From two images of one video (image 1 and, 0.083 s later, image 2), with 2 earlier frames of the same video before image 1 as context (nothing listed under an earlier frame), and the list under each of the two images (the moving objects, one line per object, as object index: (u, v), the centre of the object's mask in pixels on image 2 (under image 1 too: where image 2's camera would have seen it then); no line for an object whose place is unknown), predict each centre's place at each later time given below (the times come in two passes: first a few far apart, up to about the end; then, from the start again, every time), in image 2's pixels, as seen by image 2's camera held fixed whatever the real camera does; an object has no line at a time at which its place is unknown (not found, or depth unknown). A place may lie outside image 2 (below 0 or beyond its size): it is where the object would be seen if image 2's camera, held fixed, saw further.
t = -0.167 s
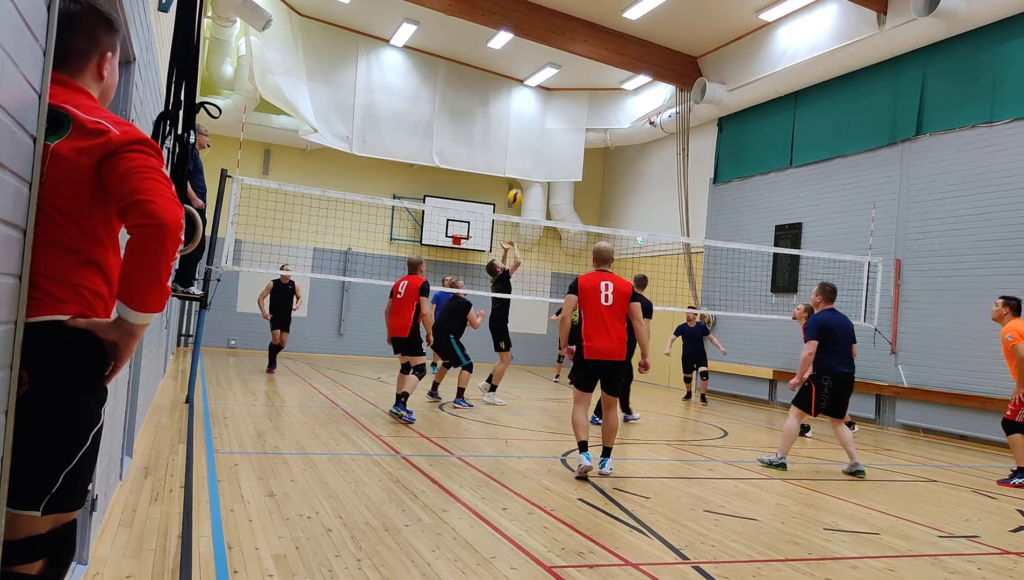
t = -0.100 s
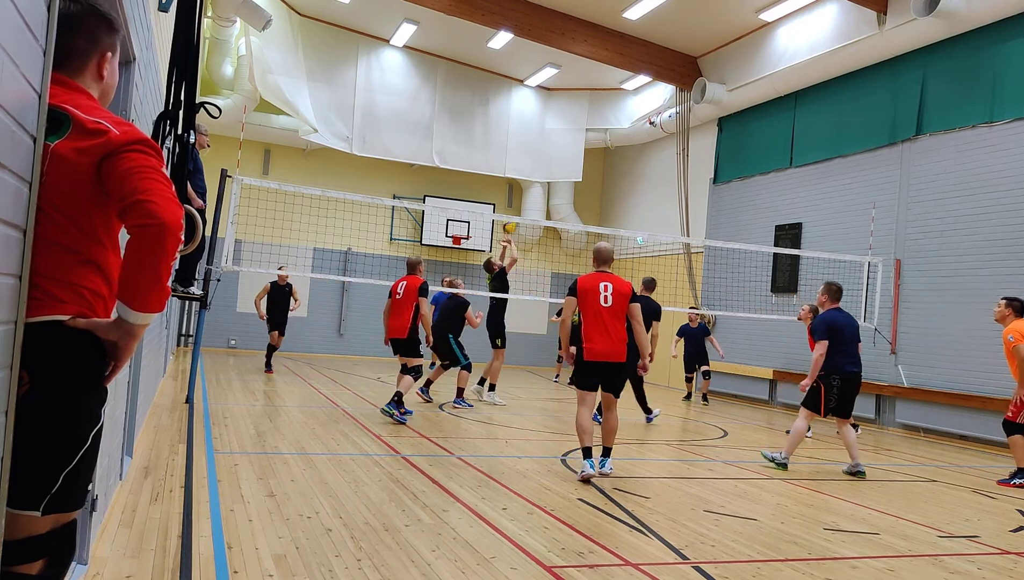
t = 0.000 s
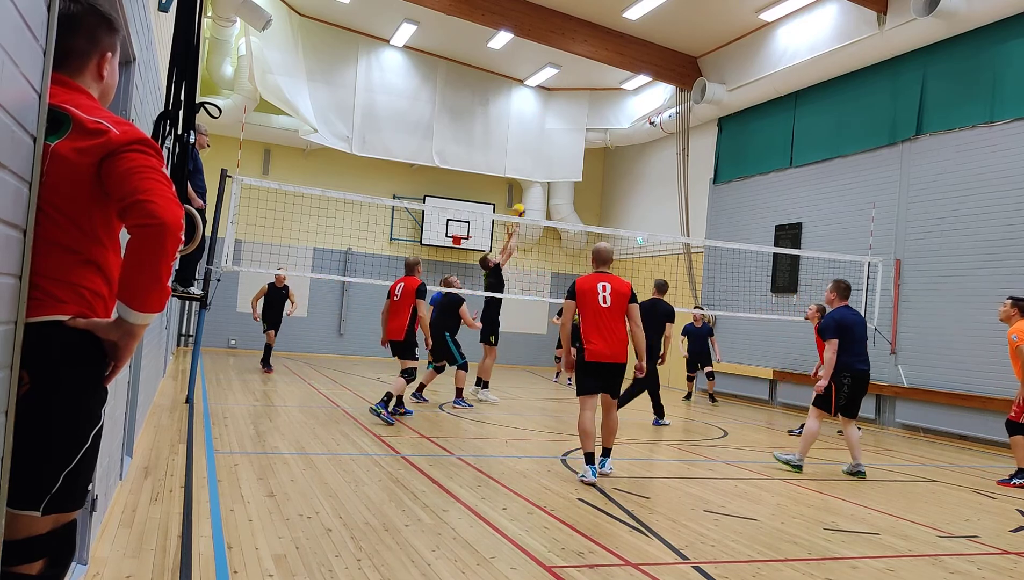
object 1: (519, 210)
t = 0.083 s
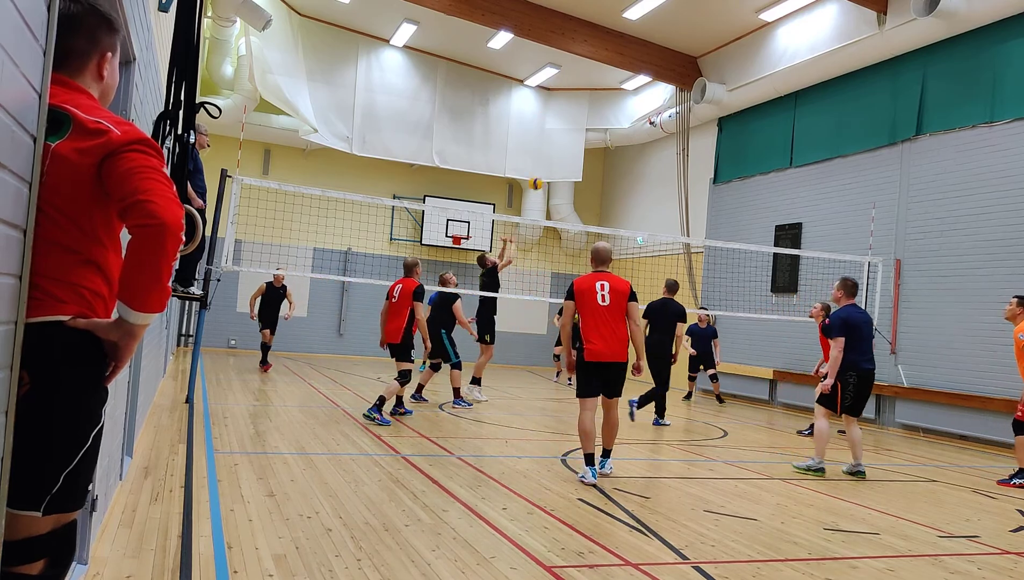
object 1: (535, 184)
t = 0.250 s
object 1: (568, 140)
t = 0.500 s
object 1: (608, 113)
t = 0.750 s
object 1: (642, 130)
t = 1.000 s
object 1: (672, 182)
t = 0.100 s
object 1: (539, 178)
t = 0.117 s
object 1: (542, 173)
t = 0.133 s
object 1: (546, 168)
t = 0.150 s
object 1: (549, 163)
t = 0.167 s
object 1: (552, 159)
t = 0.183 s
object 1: (555, 155)
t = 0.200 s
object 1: (558, 151)
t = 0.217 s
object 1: (561, 147)
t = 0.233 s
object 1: (564, 144)
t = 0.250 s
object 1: (568, 140)
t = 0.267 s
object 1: (571, 137)
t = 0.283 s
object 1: (573, 134)
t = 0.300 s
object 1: (576, 131)
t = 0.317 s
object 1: (579, 129)
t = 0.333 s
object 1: (582, 126)
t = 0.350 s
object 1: (585, 124)
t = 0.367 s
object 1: (587, 122)
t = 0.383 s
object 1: (590, 120)
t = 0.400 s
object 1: (593, 119)
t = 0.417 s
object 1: (595, 117)
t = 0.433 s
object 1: (598, 116)
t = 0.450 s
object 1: (601, 115)
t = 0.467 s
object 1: (603, 114)
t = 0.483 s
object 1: (605, 114)
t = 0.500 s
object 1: (608, 113)
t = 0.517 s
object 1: (610, 113)
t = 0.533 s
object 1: (613, 113)
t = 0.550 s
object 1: (615, 114)
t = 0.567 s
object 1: (618, 114)
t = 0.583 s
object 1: (620, 114)
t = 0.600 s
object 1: (622, 115)
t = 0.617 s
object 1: (624, 116)
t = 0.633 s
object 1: (627, 117)
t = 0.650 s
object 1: (629, 118)
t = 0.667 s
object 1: (631, 120)
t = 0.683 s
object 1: (634, 121)
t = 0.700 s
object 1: (636, 123)
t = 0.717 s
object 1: (638, 125)
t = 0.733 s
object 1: (640, 127)
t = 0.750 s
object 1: (642, 130)
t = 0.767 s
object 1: (644, 132)
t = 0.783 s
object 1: (646, 134)
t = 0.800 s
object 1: (648, 137)
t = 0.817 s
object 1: (651, 139)
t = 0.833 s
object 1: (652, 143)
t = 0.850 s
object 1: (654, 146)
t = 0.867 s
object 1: (656, 149)
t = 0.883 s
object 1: (658, 152)
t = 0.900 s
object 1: (660, 157)
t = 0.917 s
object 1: (662, 160)
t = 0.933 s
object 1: (664, 165)
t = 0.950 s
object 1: (666, 169)
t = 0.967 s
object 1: (668, 173)
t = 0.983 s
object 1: (669, 177)
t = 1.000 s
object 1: (672, 182)
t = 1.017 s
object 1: (673, 187)
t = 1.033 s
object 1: (674, 192)
